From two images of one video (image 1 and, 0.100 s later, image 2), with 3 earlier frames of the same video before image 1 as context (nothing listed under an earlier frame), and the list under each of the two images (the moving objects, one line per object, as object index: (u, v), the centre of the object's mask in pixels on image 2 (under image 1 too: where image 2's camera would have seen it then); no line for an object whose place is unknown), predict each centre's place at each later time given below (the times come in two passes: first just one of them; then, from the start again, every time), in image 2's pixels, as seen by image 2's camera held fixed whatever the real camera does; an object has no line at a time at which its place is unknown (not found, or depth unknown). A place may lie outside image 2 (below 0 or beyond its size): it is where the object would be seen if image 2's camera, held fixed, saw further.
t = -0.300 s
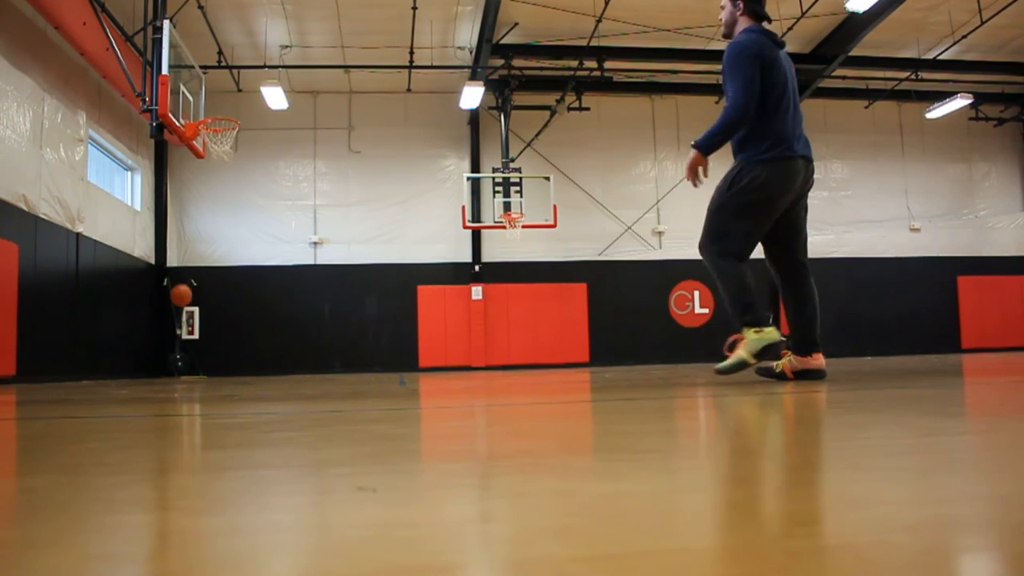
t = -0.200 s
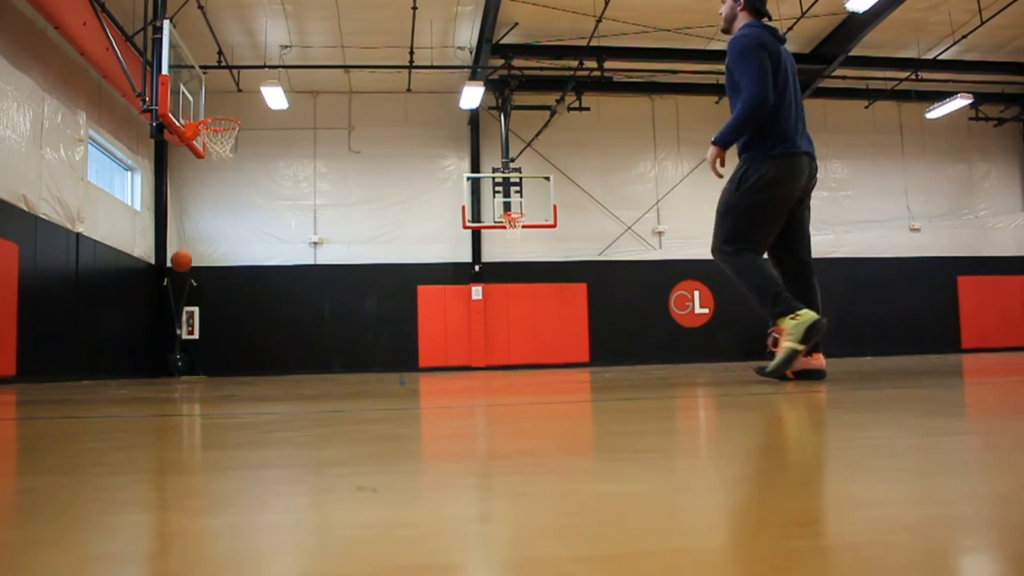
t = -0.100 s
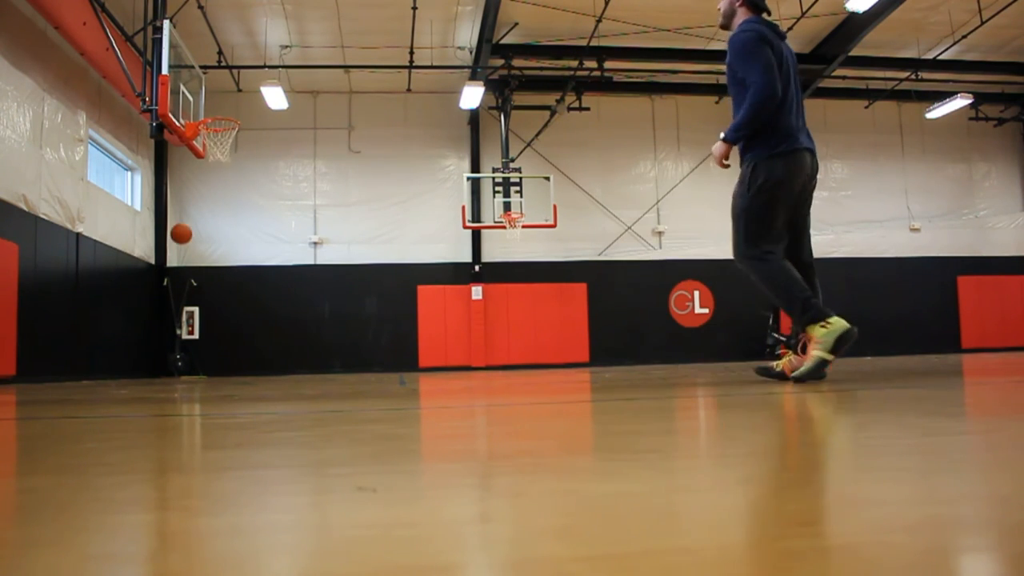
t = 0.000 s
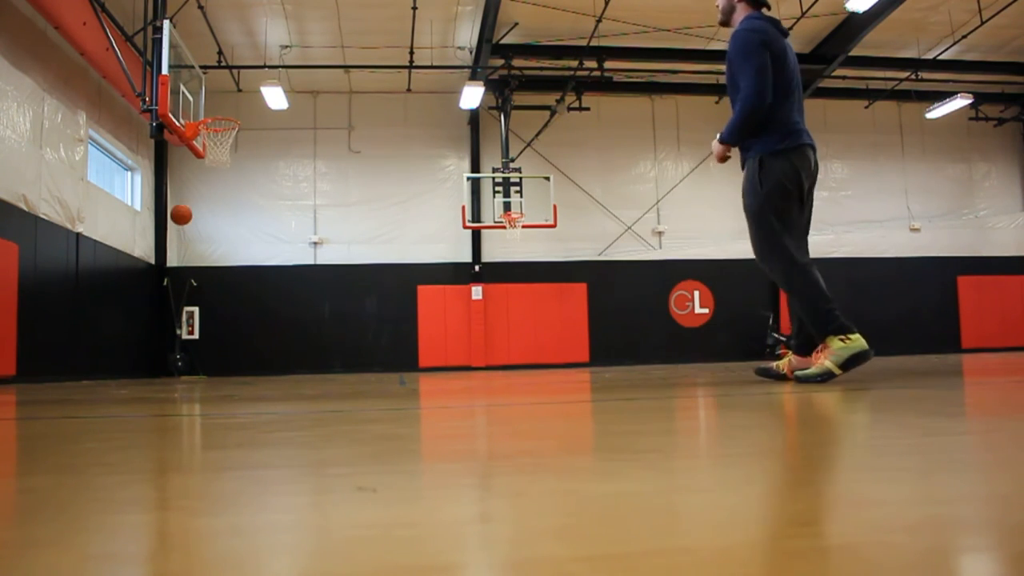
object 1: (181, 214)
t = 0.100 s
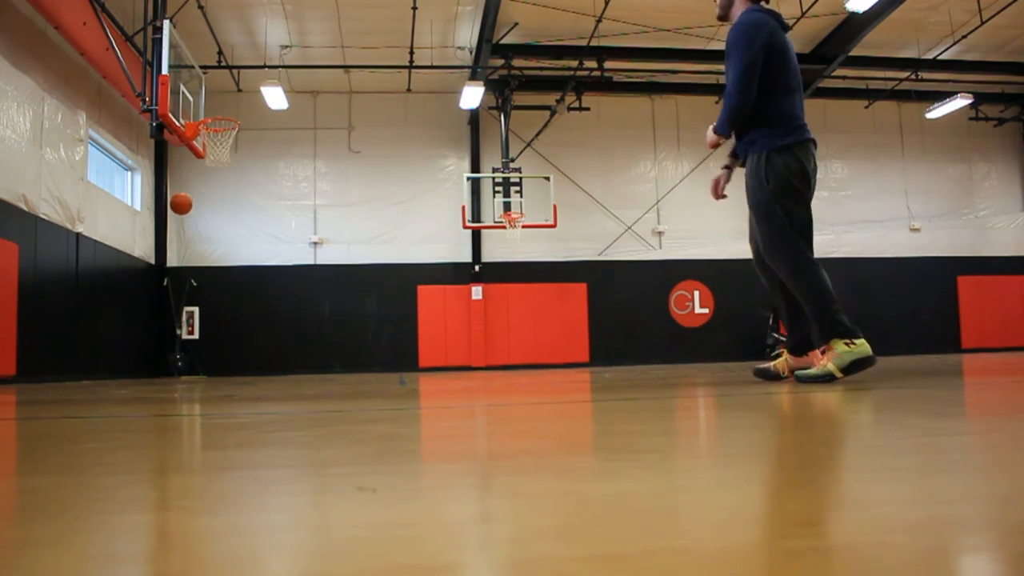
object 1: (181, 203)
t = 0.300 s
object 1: (180, 208)
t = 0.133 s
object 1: (181, 201)
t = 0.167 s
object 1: (181, 201)
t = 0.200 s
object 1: (181, 201)
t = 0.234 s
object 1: (181, 202)
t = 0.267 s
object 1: (181, 204)
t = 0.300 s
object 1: (180, 208)
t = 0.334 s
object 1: (180, 212)
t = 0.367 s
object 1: (180, 218)
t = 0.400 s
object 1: (180, 224)
